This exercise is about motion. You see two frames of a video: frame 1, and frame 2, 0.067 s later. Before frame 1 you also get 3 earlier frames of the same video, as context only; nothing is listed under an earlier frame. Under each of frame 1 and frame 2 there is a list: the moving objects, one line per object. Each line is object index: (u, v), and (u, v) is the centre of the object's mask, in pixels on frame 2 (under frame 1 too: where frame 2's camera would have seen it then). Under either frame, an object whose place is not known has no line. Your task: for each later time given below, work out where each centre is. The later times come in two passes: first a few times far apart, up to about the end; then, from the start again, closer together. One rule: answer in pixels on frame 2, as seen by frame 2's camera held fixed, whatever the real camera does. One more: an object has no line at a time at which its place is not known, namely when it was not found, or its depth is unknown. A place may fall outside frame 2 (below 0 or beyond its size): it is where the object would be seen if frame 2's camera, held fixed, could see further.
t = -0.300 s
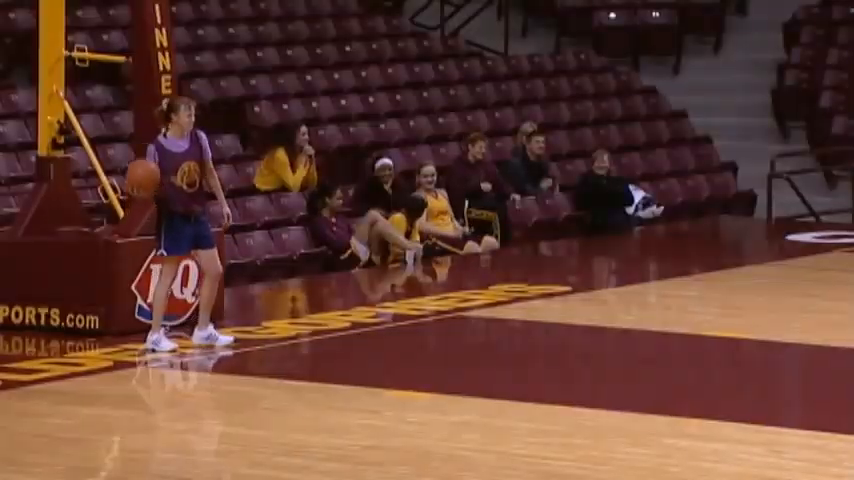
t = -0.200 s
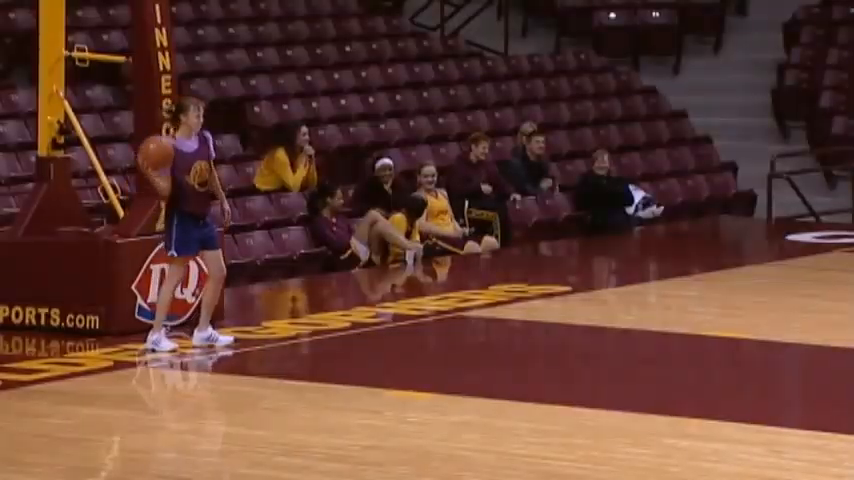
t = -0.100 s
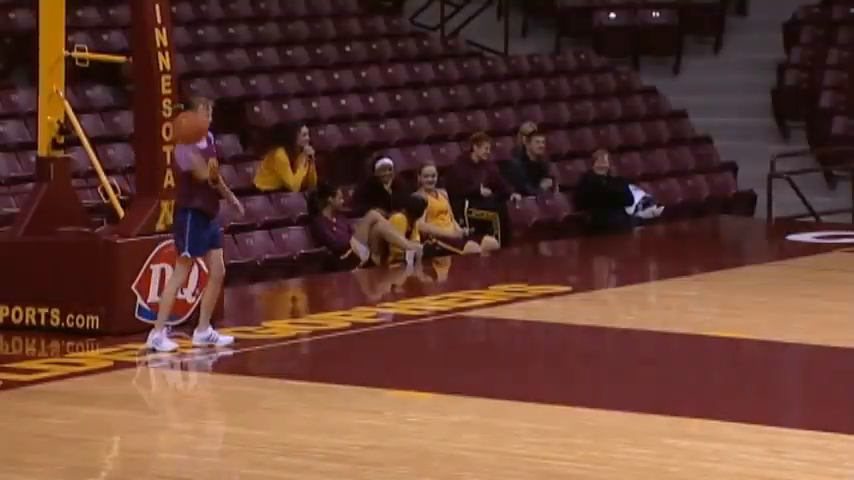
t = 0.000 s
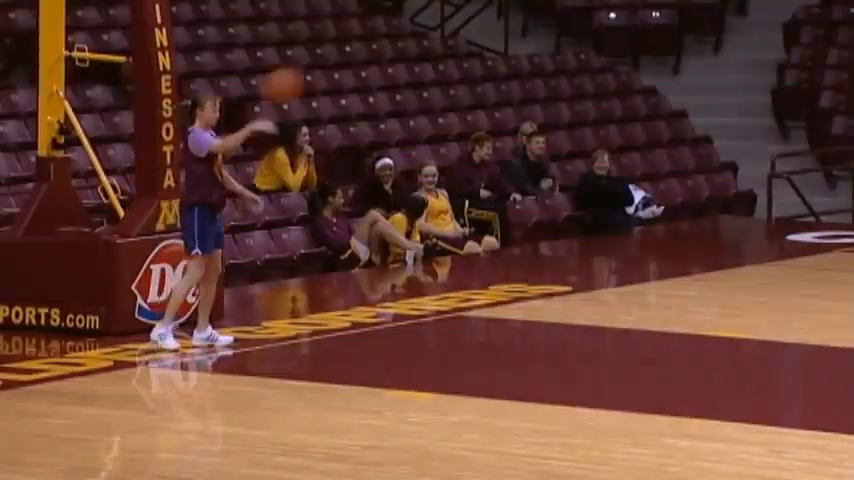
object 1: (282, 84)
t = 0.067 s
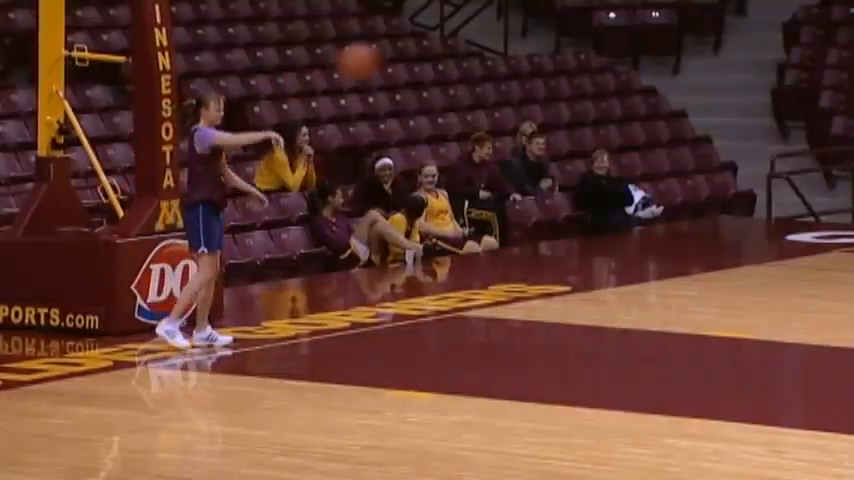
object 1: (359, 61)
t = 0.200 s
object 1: (509, 30)
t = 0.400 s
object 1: (738, 35)
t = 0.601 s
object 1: (980, 97)
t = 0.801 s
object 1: (1240, 227)
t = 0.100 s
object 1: (397, 50)
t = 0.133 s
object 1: (433, 43)
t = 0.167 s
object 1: (471, 36)
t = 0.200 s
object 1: (509, 30)
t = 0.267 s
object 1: (586, 26)
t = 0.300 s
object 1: (623, 27)
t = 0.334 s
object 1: (661, 28)
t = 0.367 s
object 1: (700, 31)
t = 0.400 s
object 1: (738, 35)
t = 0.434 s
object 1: (779, 42)
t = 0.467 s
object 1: (818, 50)
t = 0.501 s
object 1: (858, 60)
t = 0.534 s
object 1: (899, 70)
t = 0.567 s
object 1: (940, 82)
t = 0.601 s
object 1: (980, 97)
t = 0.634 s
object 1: (1022, 112)
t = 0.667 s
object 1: (1066, 133)
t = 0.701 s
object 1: (1107, 153)
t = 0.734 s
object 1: (1149, 176)
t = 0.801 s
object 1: (1240, 227)
